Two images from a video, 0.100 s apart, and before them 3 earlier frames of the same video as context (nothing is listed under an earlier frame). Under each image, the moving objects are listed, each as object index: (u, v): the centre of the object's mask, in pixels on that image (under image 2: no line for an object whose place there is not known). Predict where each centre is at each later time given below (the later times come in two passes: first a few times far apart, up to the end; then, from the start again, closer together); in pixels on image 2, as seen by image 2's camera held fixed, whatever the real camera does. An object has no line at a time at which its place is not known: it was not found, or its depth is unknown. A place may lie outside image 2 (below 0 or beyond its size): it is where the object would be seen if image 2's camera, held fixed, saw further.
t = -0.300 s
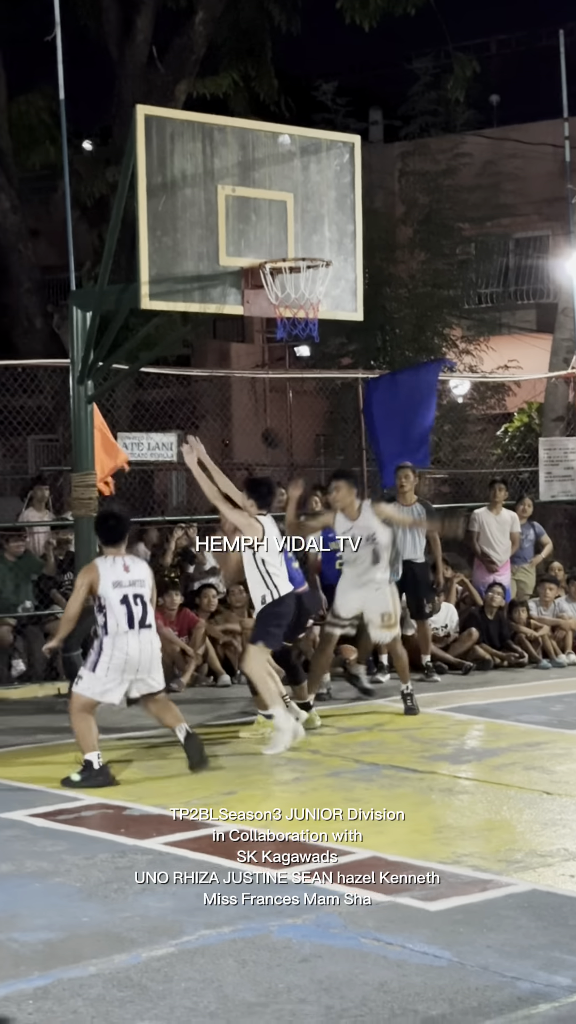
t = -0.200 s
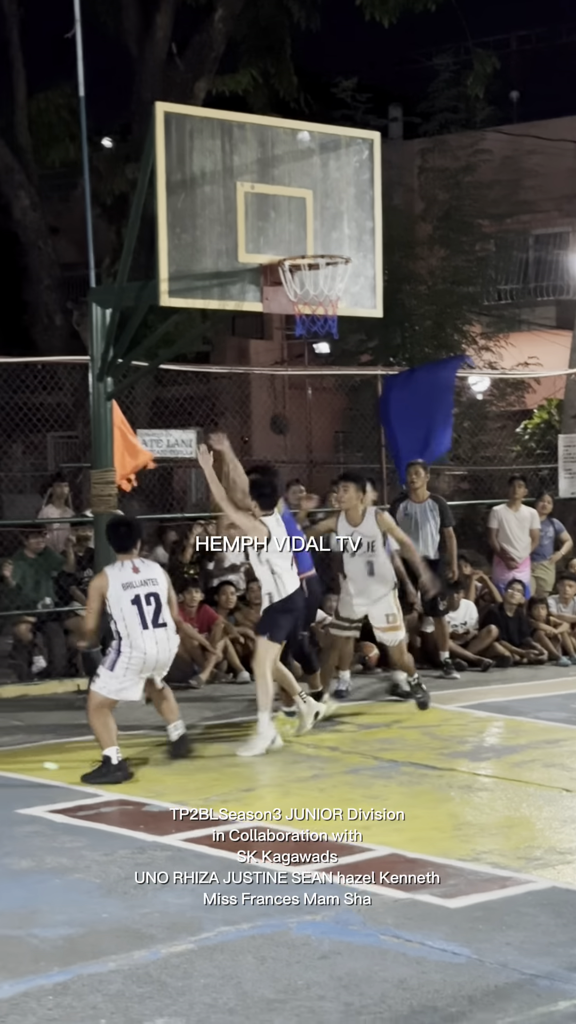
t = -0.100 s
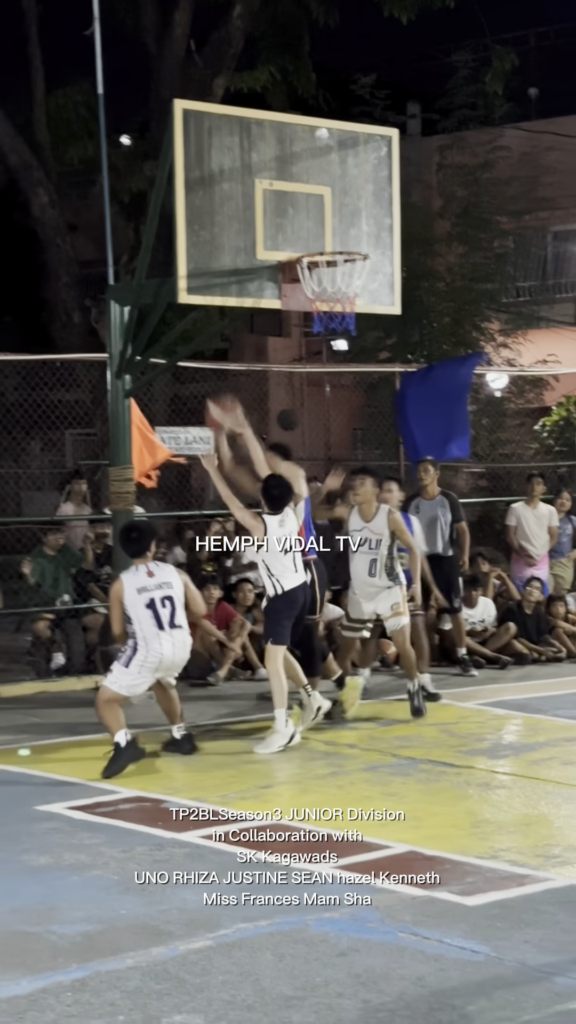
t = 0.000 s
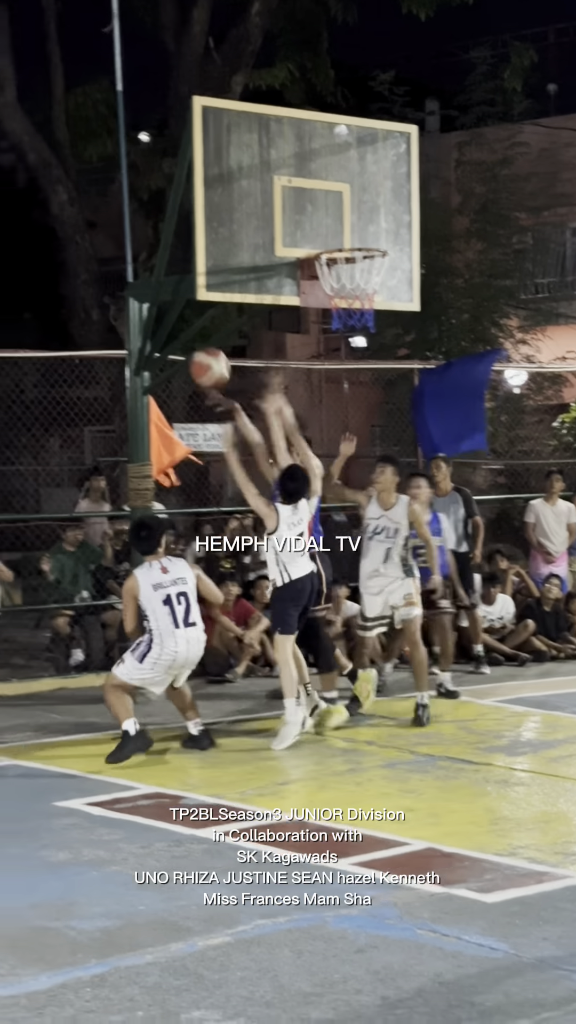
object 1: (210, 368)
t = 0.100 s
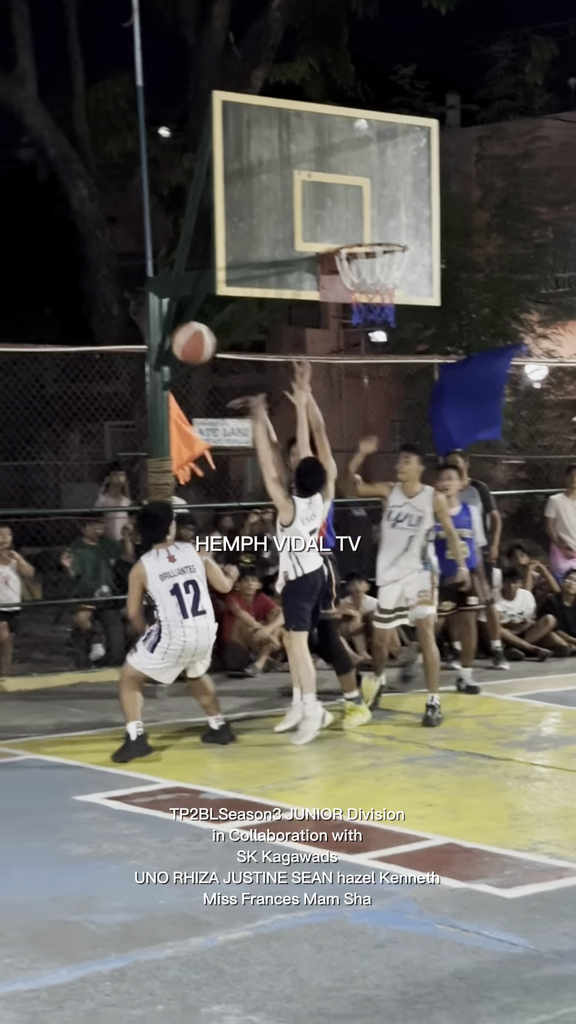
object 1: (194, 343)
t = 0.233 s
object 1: (136, 341)
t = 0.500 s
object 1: (-15, 464)
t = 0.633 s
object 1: (-128, 624)
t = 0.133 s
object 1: (180, 340)
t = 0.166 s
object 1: (167, 338)
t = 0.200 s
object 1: (151, 338)
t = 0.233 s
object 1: (136, 341)
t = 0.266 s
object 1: (119, 345)
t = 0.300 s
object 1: (102, 352)
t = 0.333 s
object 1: (84, 363)
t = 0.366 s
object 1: (65, 378)
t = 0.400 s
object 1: (45, 392)
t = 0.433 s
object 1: (24, 412)
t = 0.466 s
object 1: (3, 436)
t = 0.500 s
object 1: (-15, 464)
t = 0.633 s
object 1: (-128, 624)
